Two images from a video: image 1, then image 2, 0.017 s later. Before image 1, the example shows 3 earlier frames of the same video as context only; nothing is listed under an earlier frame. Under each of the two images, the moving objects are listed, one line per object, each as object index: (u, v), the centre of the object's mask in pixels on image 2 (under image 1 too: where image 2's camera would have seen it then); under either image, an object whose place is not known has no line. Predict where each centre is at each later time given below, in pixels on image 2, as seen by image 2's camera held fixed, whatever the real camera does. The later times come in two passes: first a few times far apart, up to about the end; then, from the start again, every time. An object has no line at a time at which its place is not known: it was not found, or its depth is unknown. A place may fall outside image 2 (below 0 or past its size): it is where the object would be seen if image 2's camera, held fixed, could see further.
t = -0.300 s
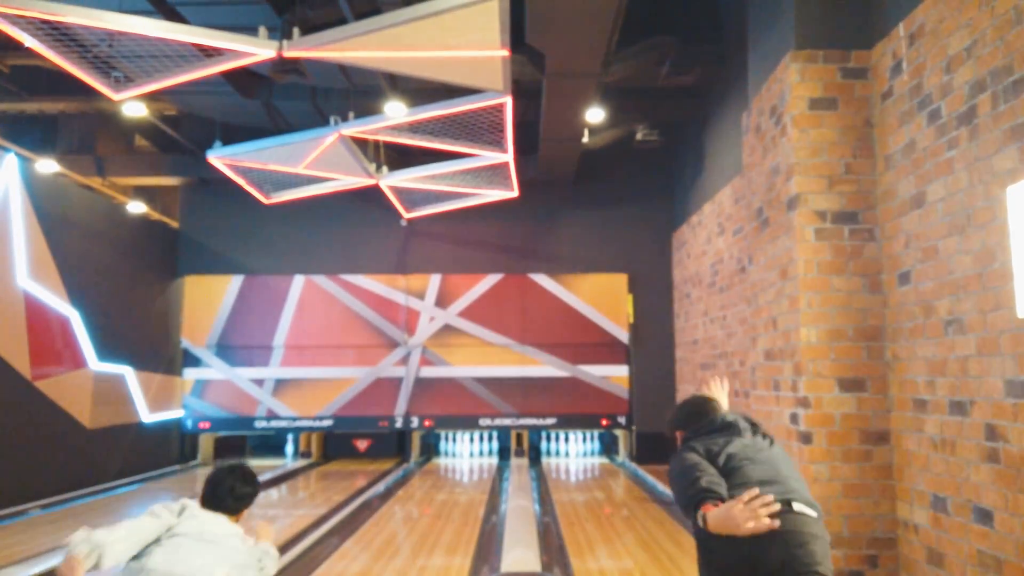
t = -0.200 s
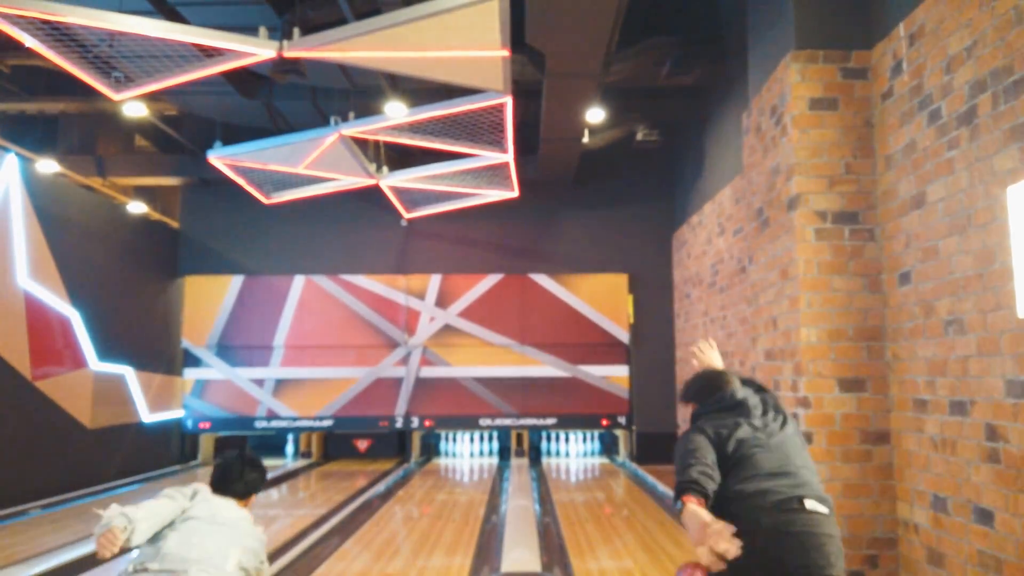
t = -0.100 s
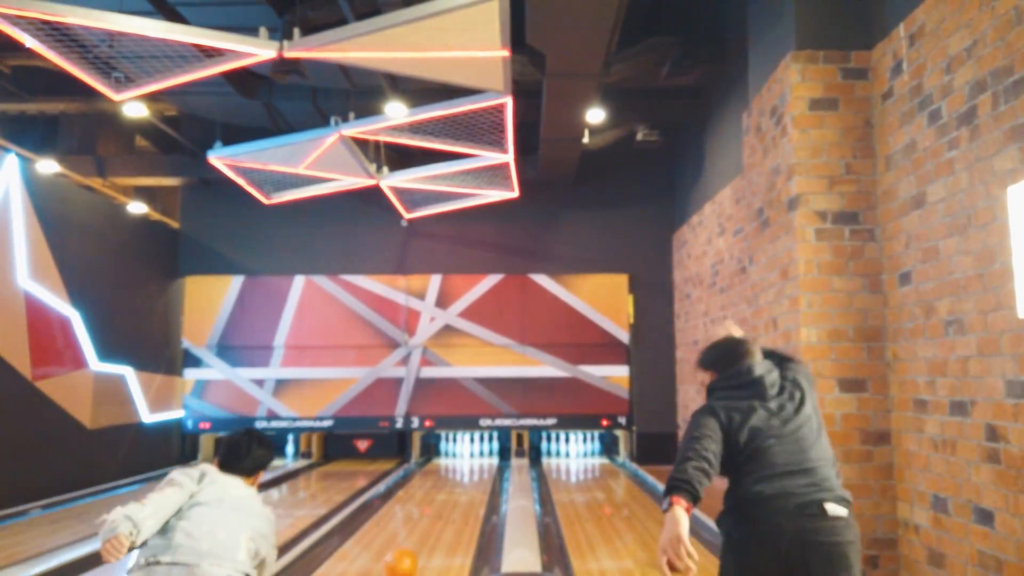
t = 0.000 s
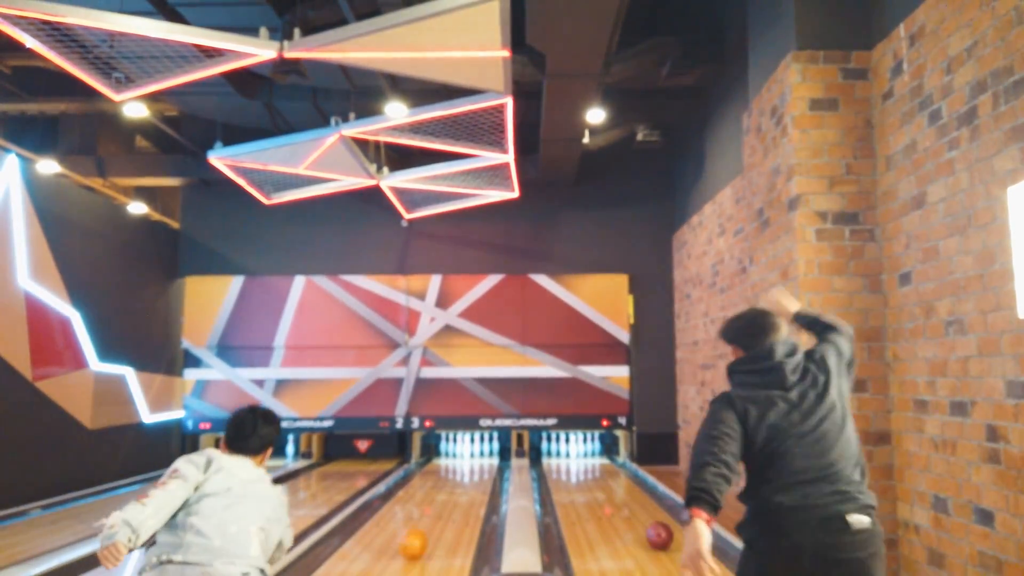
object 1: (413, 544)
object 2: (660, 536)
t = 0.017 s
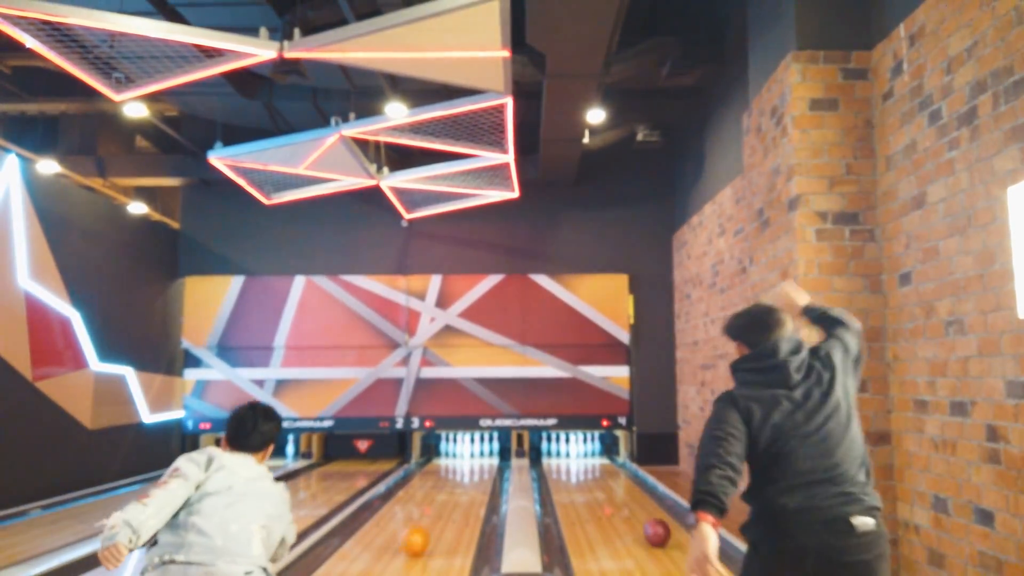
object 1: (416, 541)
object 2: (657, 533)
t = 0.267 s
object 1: (433, 505)
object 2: (633, 501)
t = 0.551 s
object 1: (444, 482)
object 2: (615, 478)
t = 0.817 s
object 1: (449, 467)
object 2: (606, 464)
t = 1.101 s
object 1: (453, 455)
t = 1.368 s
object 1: (451, 451)
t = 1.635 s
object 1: (444, 449)
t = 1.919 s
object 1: (438, 451)
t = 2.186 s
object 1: (437, 452)
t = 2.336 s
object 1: (439, 452)
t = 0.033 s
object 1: (416, 538)
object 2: (655, 530)
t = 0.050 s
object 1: (418, 535)
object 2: (654, 528)
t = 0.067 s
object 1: (420, 533)
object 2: (652, 525)
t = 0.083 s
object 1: (421, 530)
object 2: (650, 523)
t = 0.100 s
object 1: (423, 526)
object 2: (648, 520)
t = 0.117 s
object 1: (424, 524)
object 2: (647, 518)
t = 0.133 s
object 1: (425, 521)
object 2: (645, 516)
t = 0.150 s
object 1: (426, 519)
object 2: (643, 514)
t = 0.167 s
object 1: (427, 517)
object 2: (642, 512)
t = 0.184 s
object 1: (428, 515)
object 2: (640, 509)
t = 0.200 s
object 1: (429, 513)
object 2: (639, 508)
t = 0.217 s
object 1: (430, 511)
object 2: (637, 506)
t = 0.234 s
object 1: (431, 509)
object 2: (635, 504)
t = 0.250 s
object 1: (432, 507)
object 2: (634, 503)
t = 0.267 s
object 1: (433, 505)
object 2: (633, 501)
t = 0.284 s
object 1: (434, 504)
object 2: (632, 499)
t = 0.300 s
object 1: (435, 502)
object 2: (631, 498)
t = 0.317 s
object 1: (435, 501)
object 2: (630, 496)
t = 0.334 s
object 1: (436, 499)
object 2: (628, 494)
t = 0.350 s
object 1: (436, 497)
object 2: (627, 493)
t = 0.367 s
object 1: (437, 495)
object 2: (626, 492)
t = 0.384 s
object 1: (438, 493)
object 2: (625, 490)
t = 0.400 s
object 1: (438, 492)
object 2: (624, 489)
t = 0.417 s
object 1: (439, 491)
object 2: (623, 488)
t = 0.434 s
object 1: (440, 489)
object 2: (622, 486)
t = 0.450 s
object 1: (440, 488)
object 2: (621, 485)
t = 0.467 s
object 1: (440, 487)
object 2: (620, 484)
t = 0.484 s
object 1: (441, 486)
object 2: (619, 483)
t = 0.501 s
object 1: (442, 485)
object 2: (618, 481)
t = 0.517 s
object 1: (443, 484)
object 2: (616, 480)
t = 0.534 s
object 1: (443, 483)
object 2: (616, 479)
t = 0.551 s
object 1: (444, 482)
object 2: (615, 478)
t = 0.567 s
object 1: (444, 480)
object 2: (614, 477)
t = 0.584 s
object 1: (444, 480)
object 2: (613, 476)
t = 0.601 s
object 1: (445, 478)
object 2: (613, 475)
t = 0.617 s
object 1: (445, 477)
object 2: (612, 474)
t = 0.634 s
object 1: (446, 476)
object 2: (611, 473)
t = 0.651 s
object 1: (446, 476)
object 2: (611, 473)
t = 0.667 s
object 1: (446, 474)
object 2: (610, 472)
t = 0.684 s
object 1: (447, 474)
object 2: (610, 471)
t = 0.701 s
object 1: (447, 473)
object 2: (609, 470)
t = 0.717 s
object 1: (447, 472)
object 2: (608, 470)
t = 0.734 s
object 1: (448, 471)
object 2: (608, 468)
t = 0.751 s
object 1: (448, 471)
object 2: (607, 468)
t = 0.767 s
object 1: (448, 470)
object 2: (607, 467)
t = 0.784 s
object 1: (449, 469)
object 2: (606, 466)
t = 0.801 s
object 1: (449, 468)
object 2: (606, 465)
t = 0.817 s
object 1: (449, 467)
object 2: (606, 464)
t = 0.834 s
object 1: (450, 467)
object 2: (605, 463)
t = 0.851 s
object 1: (450, 466)
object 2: (604, 463)
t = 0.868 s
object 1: (450, 466)
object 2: (603, 462)
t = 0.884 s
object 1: (450, 465)
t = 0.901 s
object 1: (450, 465)
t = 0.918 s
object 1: (451, 464)
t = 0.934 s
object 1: (451, 463)
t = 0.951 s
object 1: (451, 462)
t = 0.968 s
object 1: (452, 462)
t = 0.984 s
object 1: (452, 461)
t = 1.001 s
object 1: (452, 460)
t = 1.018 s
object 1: (452, 459)
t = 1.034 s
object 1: (452, 458)
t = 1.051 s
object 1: (452, 457)
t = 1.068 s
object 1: (453, 457)
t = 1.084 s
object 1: (453, 456)
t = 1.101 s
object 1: (453, 455)
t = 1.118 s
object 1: (453, 455)
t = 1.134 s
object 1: (453, 454)
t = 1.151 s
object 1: (453, 453)
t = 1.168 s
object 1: (454, 453)
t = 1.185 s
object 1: (454, 453)
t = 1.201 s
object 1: (454, 453)
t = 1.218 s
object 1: (454, 452)
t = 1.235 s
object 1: (454, 452)
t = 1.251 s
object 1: (454, 451)
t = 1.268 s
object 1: (454, 451)
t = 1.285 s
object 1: (453, 451)
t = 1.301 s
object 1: (453, 451)
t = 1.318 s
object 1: (453, 451)
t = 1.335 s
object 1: (452, 451)
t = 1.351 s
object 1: (451, 451)
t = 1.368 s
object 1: (451, 451)
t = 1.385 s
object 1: (450, 451)
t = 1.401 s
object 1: (449, 450)
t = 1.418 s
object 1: (449, 450)
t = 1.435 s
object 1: (448, 450)
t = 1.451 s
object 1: (448, 450)
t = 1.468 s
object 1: (447, 450)
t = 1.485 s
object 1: (447, 450)
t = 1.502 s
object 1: (447, 450)
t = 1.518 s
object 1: (446, 450)
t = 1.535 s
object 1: (446, 450)
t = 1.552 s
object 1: (446, 449)
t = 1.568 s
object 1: (445, 449)
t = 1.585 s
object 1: (445, 449)
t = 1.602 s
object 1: (445, 449)
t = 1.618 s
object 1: (444, 449)
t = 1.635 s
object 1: (444, 449)
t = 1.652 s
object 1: (443, 449)
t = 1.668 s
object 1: (443, 449)
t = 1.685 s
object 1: (443, 449)
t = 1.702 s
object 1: (443, 449)
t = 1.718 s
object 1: (442, 449)
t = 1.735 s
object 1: (442, 449)
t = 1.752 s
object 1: (441, 449)
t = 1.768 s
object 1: (441, 449)
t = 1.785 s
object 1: (441, 449)
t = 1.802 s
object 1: (440, 449)
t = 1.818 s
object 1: (440, 449)
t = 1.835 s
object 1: (440, 449)
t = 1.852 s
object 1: (439, 449)
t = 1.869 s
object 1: (439, 450)
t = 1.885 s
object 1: (438, 450)
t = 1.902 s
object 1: (438, 451)
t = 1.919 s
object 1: (438, 451)
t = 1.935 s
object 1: (437, 452)
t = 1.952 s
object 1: (437, 453)
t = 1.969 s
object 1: (437, 452)
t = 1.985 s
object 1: (436, 452)
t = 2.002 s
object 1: (436, 452)
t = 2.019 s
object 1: (436, 452)
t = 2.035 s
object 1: (436, 452)
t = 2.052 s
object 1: (436, 453)
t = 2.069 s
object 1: (436, 453)
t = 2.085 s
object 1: (436, 453)
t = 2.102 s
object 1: (436, 452)
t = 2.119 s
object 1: (436, 452)
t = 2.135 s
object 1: (436, 452)
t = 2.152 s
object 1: (436, 452)
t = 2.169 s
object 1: (437, 452)
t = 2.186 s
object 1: (437, 452)
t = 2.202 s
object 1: (437, 452)
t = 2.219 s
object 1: (437, 452)
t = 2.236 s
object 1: (437, 452)
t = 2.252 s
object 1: (438, 452)
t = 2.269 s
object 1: (438, 452)
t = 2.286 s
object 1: (438, 452)
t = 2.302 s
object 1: (439, 452)
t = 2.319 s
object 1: (439, 452)
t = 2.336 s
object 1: (439, 452)
